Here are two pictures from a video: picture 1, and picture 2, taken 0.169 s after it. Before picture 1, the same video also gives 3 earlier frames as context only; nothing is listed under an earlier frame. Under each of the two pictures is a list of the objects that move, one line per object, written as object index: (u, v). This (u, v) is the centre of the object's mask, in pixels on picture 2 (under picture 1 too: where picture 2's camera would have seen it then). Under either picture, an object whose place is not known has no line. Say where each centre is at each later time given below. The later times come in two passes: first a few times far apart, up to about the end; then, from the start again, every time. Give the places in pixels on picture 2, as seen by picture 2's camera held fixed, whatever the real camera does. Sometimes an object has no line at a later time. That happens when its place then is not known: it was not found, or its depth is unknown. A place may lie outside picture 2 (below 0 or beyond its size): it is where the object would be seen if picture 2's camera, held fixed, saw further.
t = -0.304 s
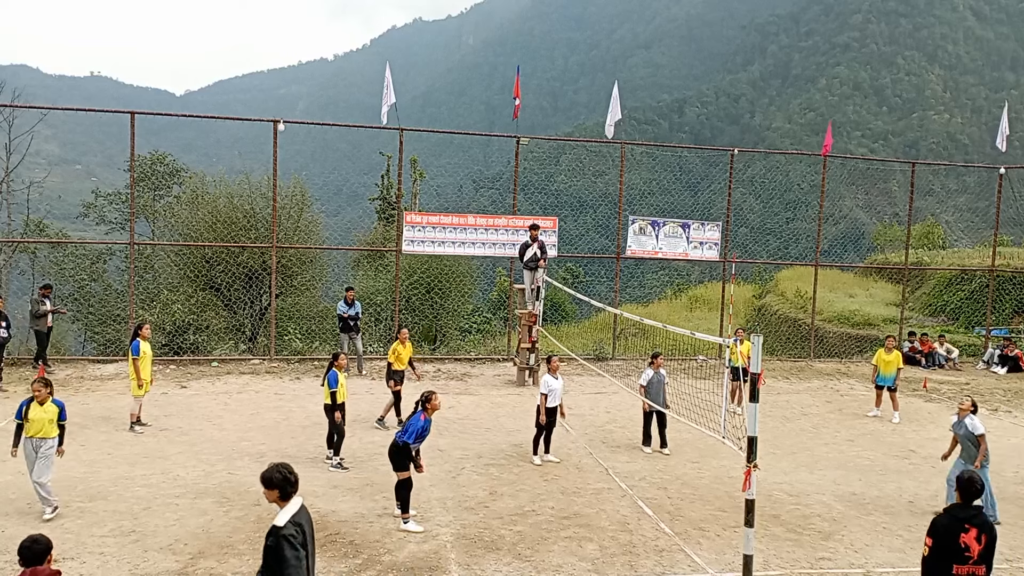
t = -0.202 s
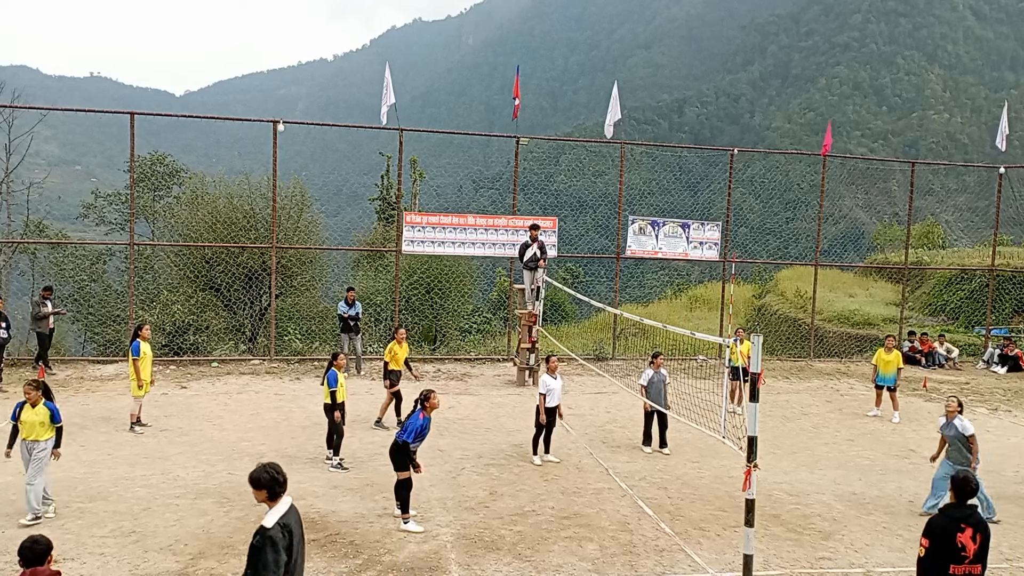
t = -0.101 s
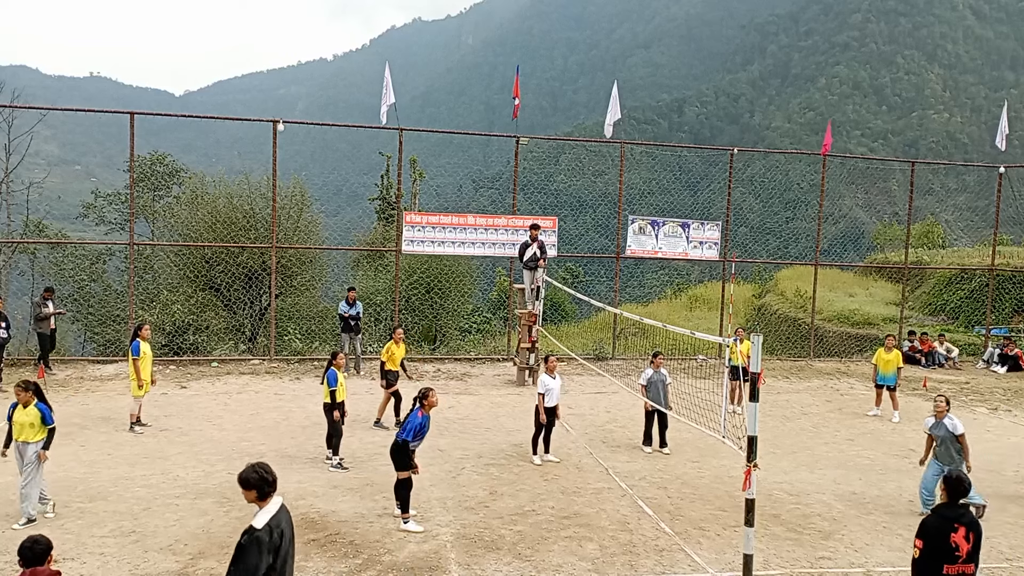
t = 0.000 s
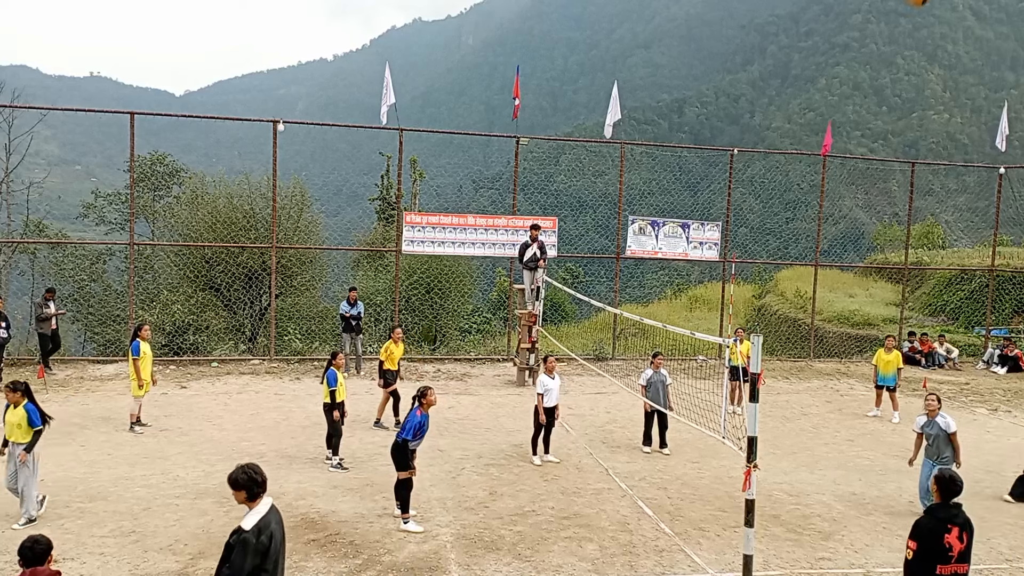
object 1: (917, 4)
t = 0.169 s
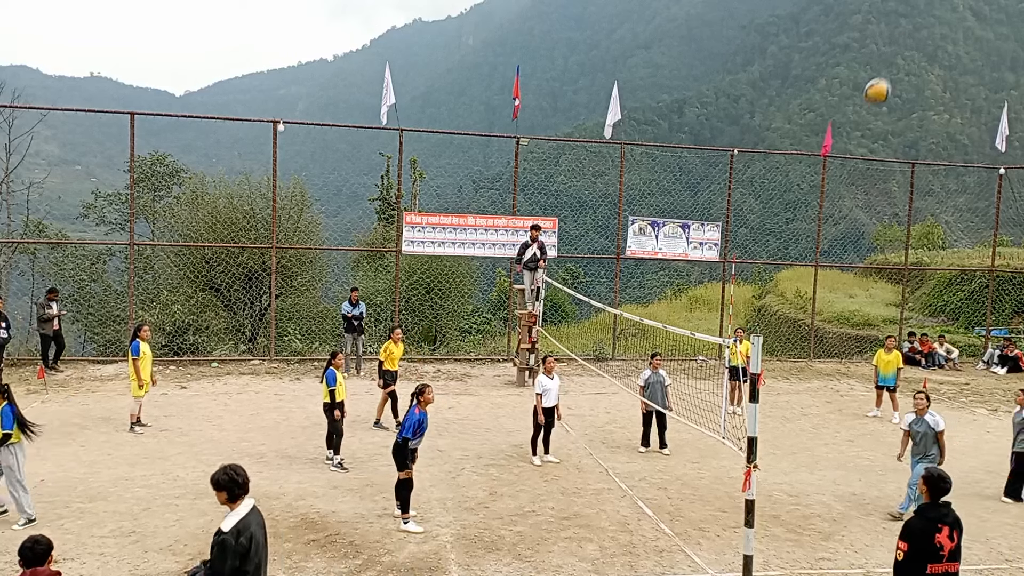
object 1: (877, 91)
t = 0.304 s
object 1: (840, 197)
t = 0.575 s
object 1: (763, 484)
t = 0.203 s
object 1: (868, 115)
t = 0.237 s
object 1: (859, 141)
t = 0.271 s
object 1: (849, 168)
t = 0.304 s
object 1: (840, 197)
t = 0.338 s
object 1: (830, 227)
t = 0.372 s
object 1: (821, 258)
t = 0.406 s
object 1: (811, 292)
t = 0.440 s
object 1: (801, 328)
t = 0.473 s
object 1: (791, 363)
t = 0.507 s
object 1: (781, 403)
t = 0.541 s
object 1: (772, 442)
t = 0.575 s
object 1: (763, 484)
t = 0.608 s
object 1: (753, 524)
